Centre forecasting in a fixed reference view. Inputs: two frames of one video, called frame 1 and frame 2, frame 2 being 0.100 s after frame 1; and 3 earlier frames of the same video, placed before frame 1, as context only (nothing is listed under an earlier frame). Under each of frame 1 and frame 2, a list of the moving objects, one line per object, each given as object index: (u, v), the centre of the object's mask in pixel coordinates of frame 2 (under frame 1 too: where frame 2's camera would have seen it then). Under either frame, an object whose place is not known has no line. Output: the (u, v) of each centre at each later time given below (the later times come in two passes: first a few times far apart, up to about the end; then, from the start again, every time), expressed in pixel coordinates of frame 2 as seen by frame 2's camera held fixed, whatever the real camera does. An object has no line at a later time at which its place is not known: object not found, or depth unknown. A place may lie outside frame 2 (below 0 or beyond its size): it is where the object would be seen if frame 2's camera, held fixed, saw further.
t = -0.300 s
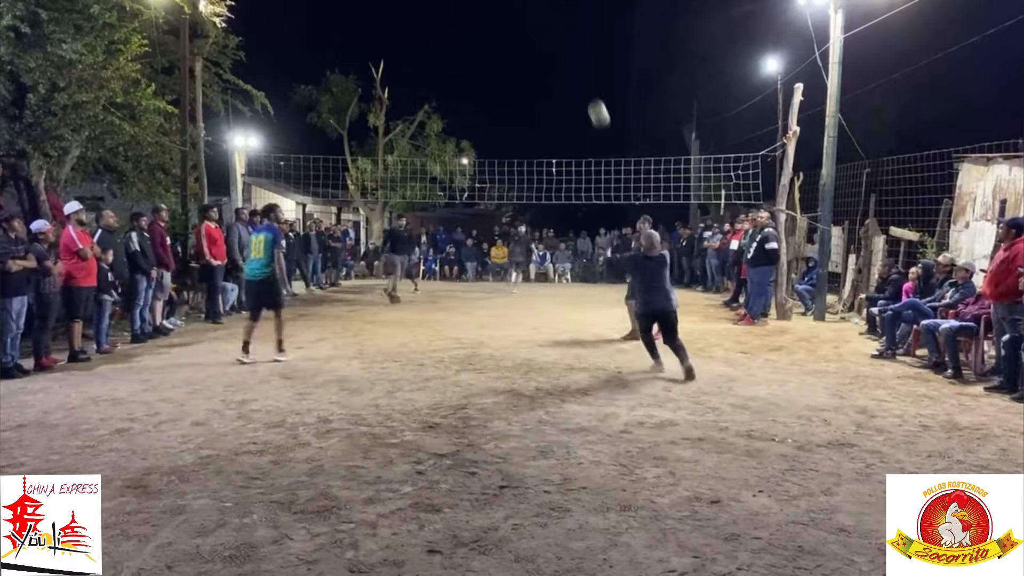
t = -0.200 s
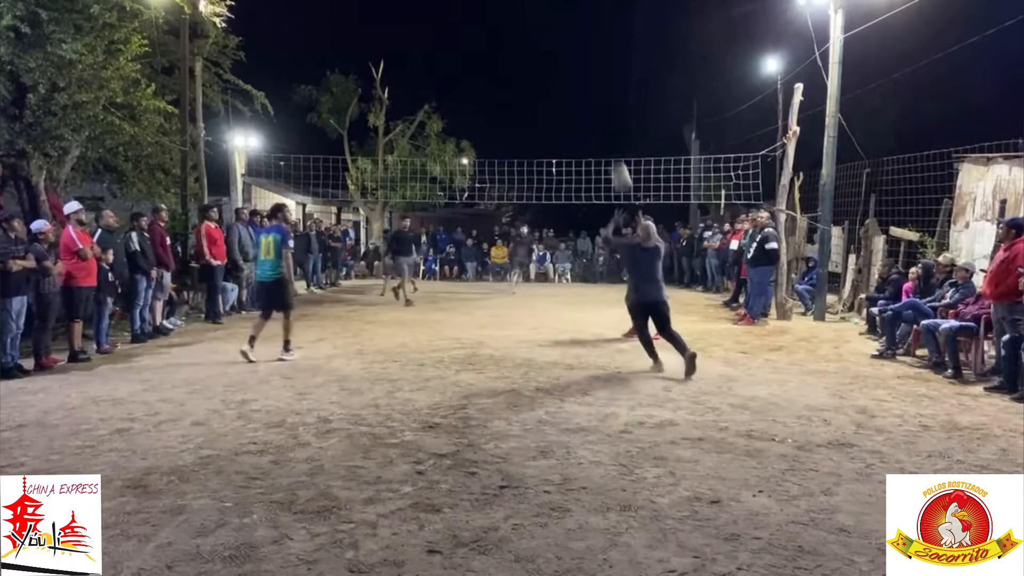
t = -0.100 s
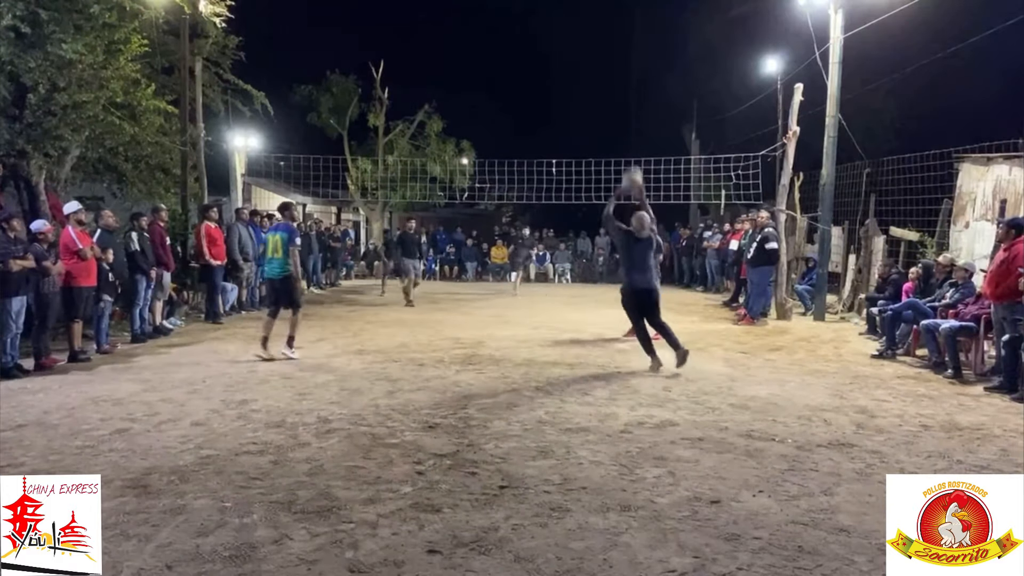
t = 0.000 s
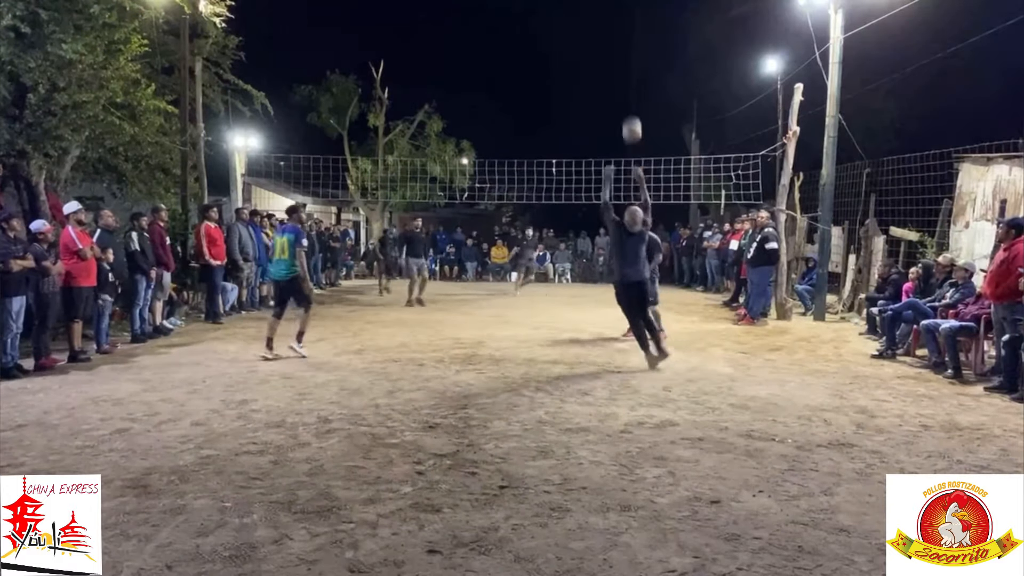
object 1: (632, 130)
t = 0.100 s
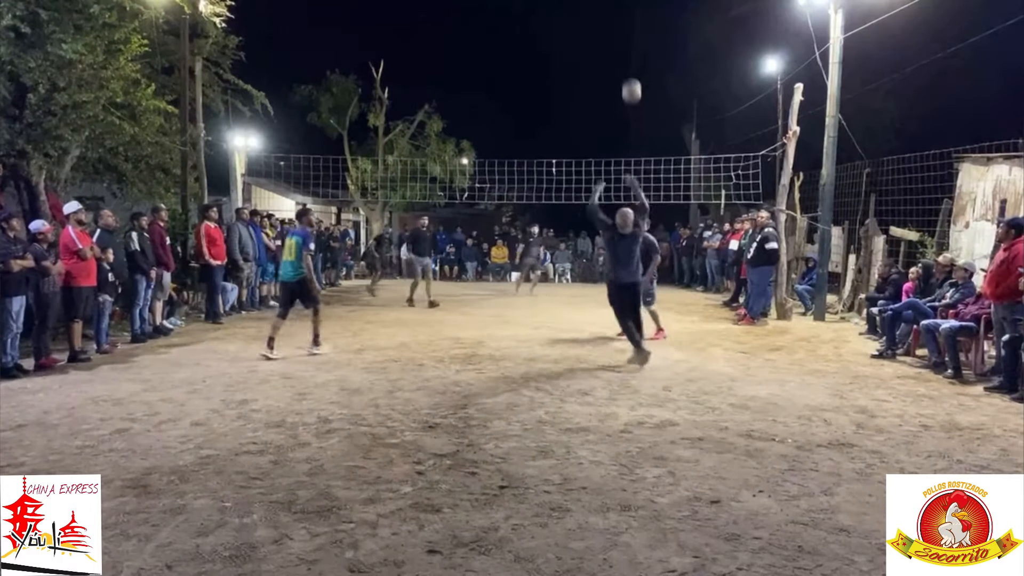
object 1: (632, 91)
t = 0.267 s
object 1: (630, 49)
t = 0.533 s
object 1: (625, 33)
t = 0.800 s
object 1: (621, 74)
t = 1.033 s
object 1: (616, 150)
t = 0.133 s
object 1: (631, 81)
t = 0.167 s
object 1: (631, 71)
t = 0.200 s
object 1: (631, 63)
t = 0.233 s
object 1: (630, 55)
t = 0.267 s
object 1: (630, 49)
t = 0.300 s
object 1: (629, 43)
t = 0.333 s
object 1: (629, 39)
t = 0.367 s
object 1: (628, 36)
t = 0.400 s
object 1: (628, 33)
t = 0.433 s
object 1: (627, 31)
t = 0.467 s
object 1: (627, 31)
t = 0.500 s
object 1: (626, 31)
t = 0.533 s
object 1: (625, 33)
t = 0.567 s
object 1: (625, 34)
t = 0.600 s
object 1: (624, 37)
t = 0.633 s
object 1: (624, 42)
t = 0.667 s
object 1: (623, 46)
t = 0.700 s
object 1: (623, 52)
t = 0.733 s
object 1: (622, 58)
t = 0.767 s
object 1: (621, 66)
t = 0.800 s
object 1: (621, 74)
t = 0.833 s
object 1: (620, 82)
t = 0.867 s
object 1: (619, 92)
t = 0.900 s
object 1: (619, 102)
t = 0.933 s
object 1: (618, 113)
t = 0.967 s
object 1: (617, 125)
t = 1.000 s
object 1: (616, 137)
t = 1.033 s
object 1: (616, 150)
